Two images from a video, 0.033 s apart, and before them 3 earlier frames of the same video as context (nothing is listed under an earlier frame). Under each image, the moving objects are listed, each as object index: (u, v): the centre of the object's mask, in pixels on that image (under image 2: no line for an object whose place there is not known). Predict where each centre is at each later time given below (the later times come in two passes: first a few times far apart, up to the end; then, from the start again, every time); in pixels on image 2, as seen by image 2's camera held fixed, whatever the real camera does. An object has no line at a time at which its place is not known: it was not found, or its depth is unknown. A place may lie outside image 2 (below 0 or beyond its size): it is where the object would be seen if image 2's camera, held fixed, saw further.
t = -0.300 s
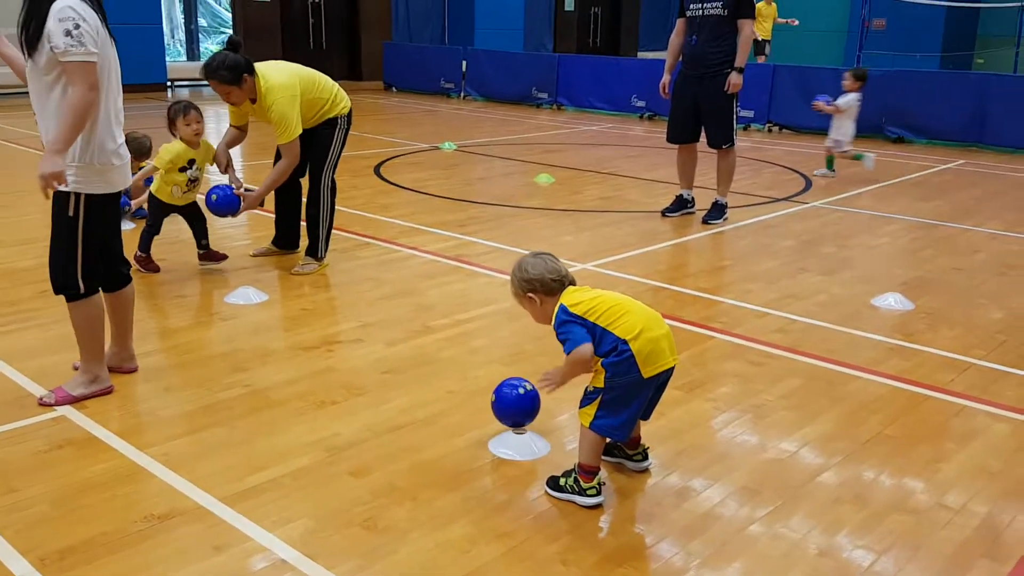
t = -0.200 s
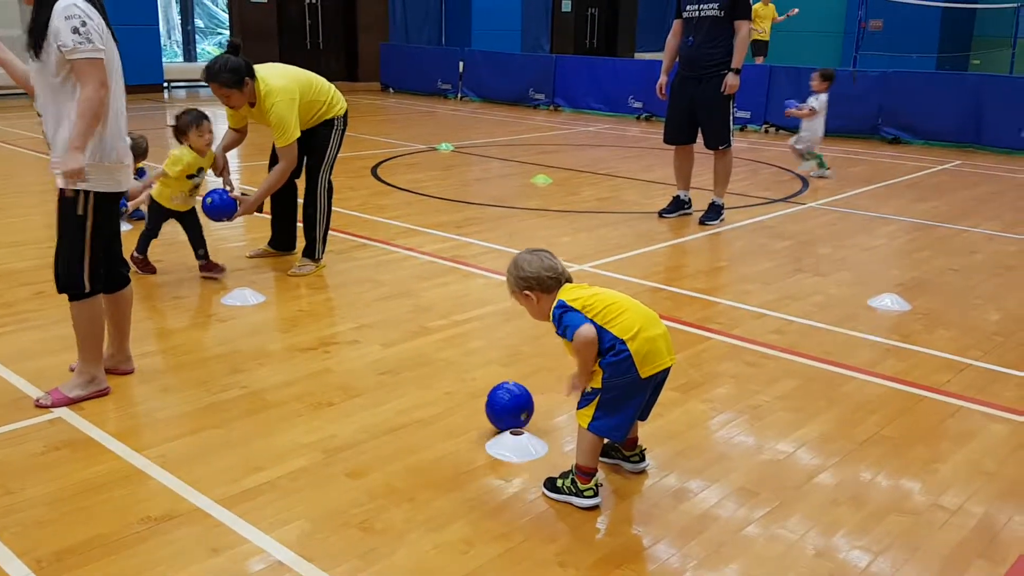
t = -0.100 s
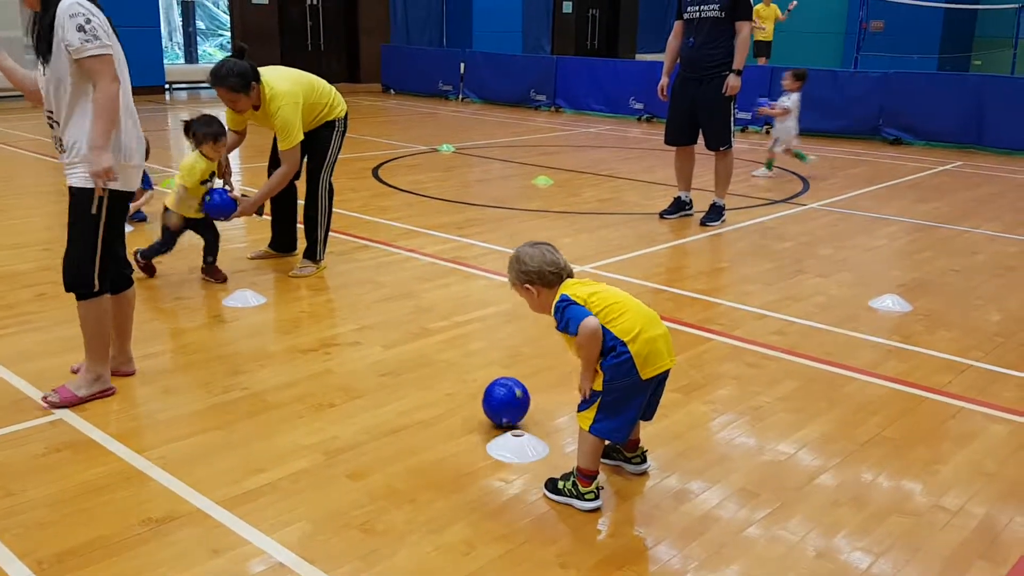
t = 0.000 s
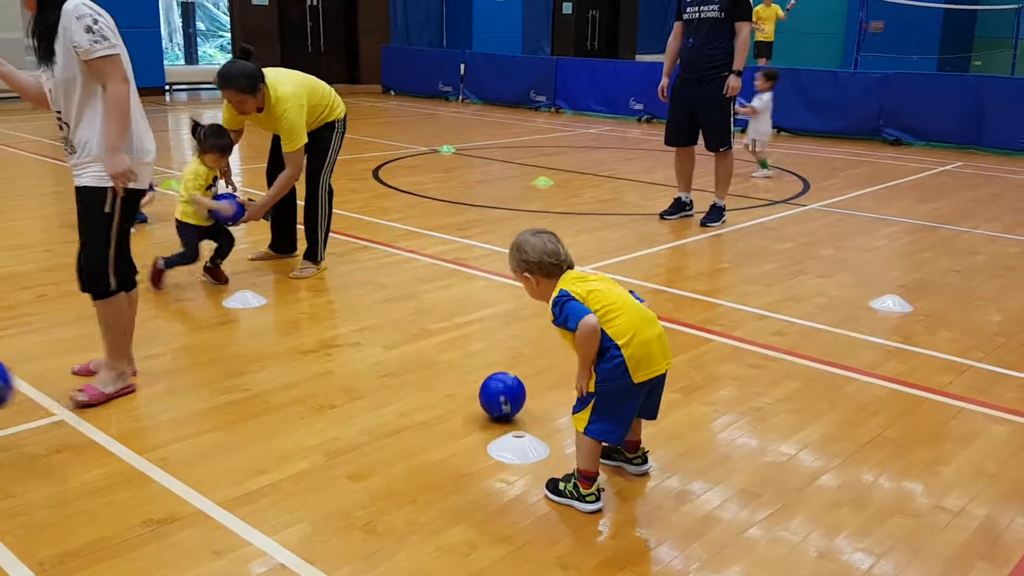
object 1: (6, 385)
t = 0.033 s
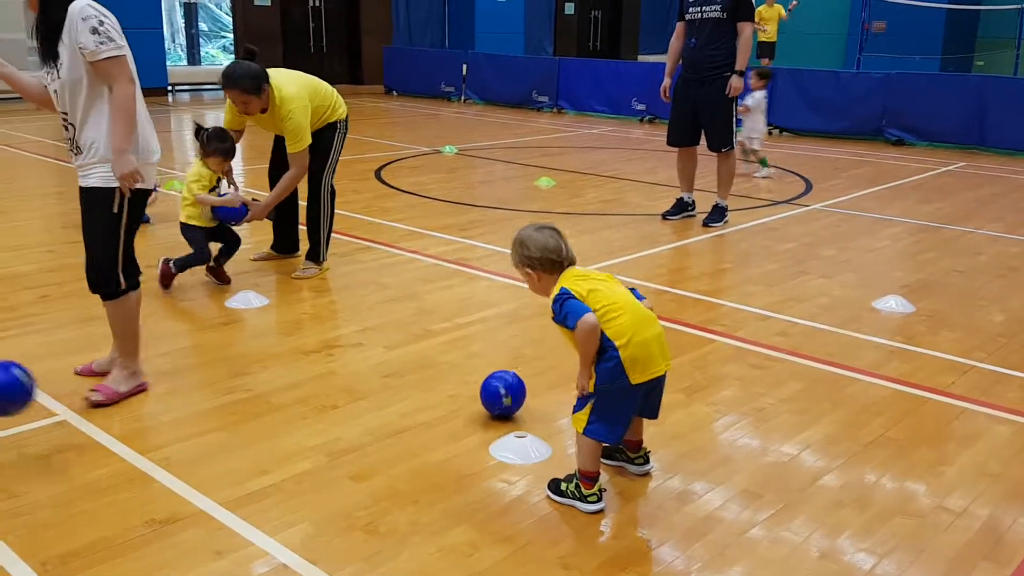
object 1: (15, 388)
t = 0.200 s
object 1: (109, 450)
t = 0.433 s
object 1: (265, 468)
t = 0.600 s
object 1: (386, 501)
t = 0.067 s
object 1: (25, 393)
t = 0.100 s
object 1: (42, 402)
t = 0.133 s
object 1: (64, 413)
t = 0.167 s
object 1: (86, 430)
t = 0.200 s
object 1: (109, 450)
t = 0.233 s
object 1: (133, 468)
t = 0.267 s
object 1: (153, 458)
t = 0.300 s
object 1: (174, 453)
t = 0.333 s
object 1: (194, 451)
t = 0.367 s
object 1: (217, 452)
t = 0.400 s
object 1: (240, 457)
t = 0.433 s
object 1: (265, 468)
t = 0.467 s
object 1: (289, 483)
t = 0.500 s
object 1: (315, 506)
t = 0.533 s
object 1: (338, 504)
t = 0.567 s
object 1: (362, 500)
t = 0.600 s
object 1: (386, 501)
